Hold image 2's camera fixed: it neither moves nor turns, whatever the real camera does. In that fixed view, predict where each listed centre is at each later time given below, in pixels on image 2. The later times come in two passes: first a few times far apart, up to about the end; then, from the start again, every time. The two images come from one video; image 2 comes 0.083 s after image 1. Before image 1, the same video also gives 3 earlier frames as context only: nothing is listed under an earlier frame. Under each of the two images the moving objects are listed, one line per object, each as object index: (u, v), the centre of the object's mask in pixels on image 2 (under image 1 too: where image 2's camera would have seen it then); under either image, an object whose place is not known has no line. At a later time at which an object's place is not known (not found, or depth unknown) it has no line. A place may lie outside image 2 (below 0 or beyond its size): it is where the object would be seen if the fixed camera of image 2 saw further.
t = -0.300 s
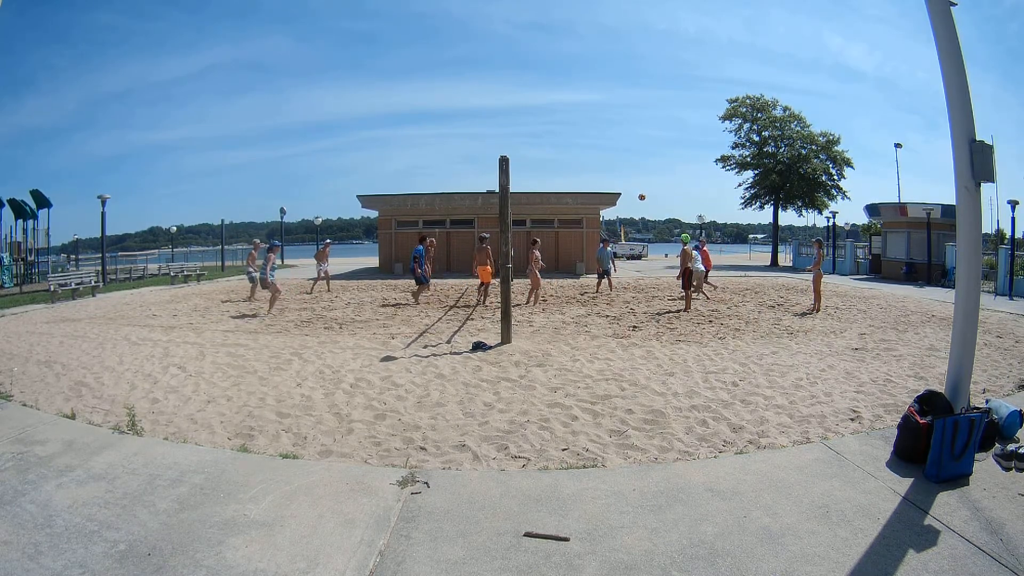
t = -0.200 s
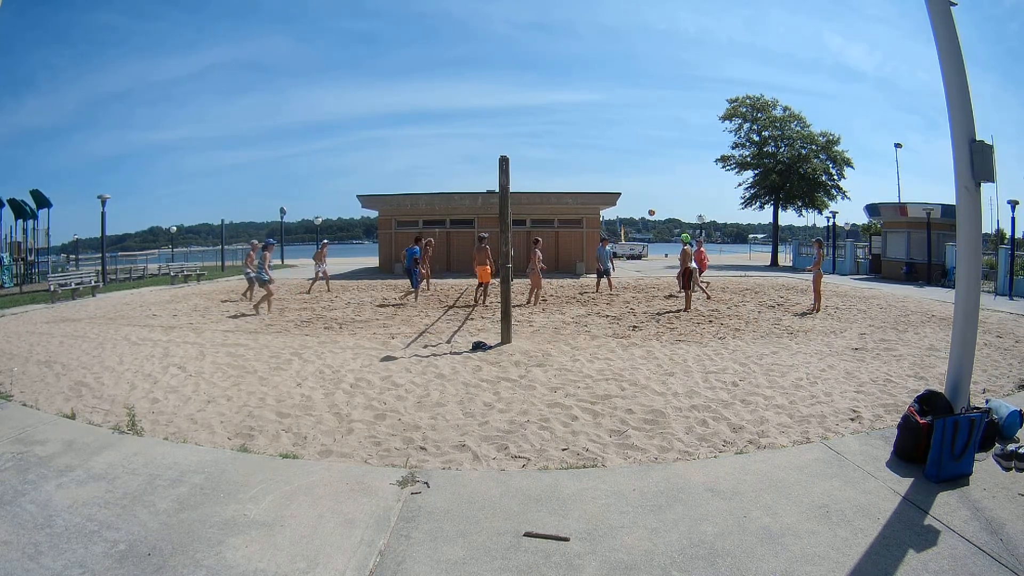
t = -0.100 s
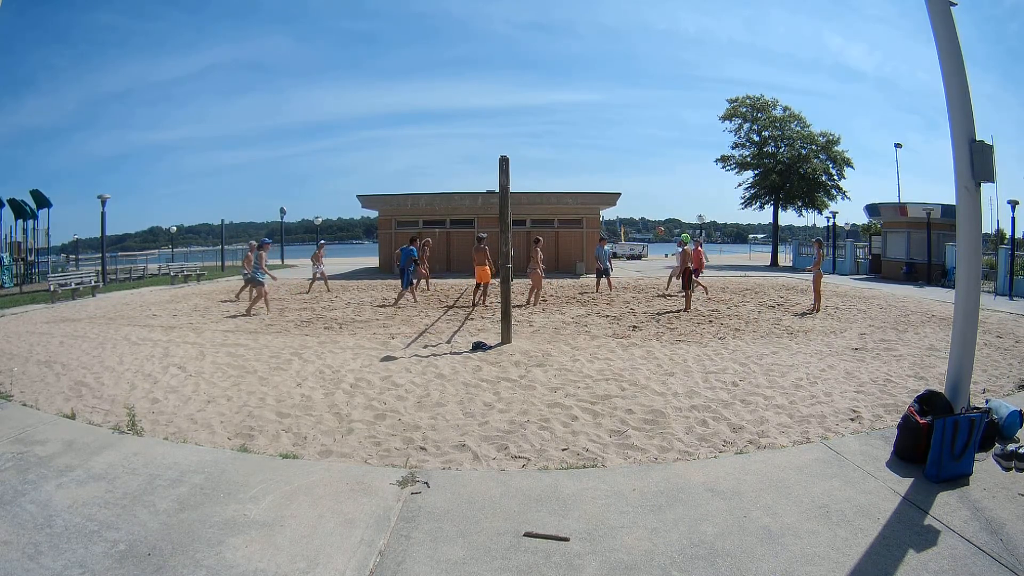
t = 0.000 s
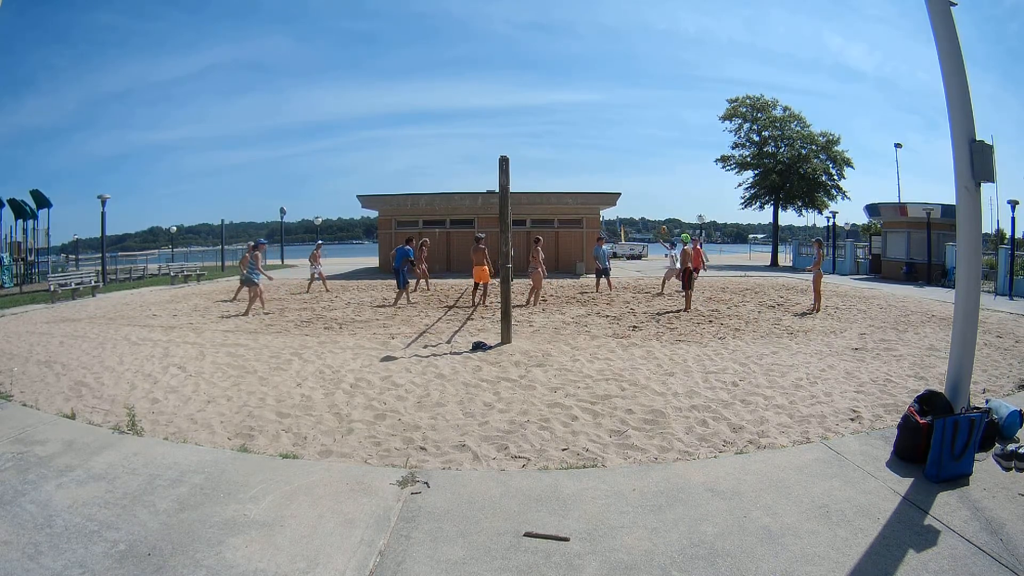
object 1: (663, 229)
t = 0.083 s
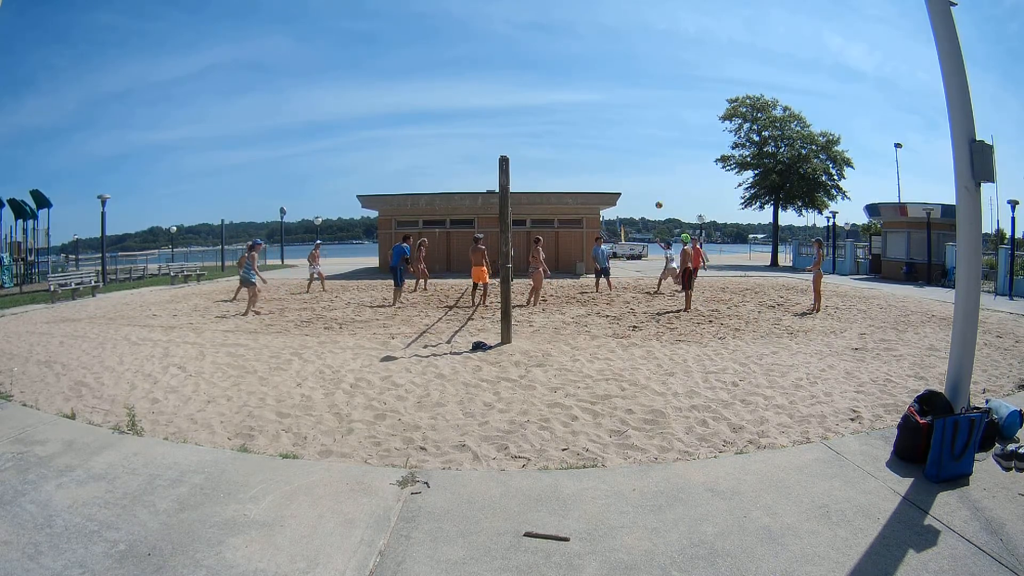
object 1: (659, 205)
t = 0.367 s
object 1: (643, 136)
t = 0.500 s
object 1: (636, 111)
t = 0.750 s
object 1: (623, 81)
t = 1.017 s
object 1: (609, 71)
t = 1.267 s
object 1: (596, 87)
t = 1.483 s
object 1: (586, 127)
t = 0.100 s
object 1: (658, 200)
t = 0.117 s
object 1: (657, 196)
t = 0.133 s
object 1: (656, 191)
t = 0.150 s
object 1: (655, 186)
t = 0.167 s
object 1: (654, 182)
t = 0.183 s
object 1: (653, 178)
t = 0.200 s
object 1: (652, 174)
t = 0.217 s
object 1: (651, 169)
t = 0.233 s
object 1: (651, 165)
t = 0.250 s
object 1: (650, 161)
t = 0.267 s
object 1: (649, 157)
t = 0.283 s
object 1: (648, 153)
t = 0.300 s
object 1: (647, 150)
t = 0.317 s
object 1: (646, 146)
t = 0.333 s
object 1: (645, 143)
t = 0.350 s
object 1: (644, 139)
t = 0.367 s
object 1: (643, 136)
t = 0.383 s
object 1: (642, 132)
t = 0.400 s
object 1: (641, 129)
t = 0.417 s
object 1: (640, 126)
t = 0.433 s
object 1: (639, 123)
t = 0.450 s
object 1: (638, 120)
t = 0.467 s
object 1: (638, 117)
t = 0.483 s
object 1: (637, 114)
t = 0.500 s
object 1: (636, 111)
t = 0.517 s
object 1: (635, 108)
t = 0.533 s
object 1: (634, 106)
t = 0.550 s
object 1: (633, 104)
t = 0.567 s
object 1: (632, 101)
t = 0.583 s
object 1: (631, 99)
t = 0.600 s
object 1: (630, 97)
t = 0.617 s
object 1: (629, 94)
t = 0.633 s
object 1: (628, 92)
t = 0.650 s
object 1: (627, 90)
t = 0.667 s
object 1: (627, 89)
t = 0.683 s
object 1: (626, 87)
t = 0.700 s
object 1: (625, 85)
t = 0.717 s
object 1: (624, 84)
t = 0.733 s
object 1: (623, 82)
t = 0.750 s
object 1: (623, 81)
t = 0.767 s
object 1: (622, 79)
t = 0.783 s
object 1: (621, 78)
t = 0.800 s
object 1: (620, 77)
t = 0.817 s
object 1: (619, 76)
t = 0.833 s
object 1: (618, 75)
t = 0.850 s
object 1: (617, 74)
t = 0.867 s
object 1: (616, 73)
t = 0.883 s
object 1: (615, 73)
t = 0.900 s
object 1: (614, 72)
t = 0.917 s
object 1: (614, 71)
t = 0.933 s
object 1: (613, 71)
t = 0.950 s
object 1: (612, 71)
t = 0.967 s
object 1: (611, 71)
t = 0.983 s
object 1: (610, 71)
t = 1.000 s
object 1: (610, 71)
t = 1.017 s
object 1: (609, 71)
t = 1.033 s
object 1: (608, 71)
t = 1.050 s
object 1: (607, 71)
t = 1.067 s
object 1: (606, 72)
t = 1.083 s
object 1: (605, 73)
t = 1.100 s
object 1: (604, 73)
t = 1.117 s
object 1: (603, 73)
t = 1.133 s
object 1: (603, 75)
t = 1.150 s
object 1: (602, 76)
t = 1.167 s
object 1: (601, 77)
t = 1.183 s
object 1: (600, 78)
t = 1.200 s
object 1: (599, 80)
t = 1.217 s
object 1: (599, 81)
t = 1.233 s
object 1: (598, 83)
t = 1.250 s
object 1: (597, 85)
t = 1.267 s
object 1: (596, 87)
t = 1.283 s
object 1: (595, 89)
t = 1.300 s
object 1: (595, 92)
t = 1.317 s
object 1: (594, 94)
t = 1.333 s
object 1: (593, 97)
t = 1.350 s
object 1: (592, 99)
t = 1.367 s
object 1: (591, 102)
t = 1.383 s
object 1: (591, 105)
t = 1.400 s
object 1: (590, 108)
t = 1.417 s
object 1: (589, 112)
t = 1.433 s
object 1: (589, 116)
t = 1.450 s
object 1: (588, 119)
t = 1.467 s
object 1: (587, 123)
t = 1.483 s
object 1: (586, 127)
